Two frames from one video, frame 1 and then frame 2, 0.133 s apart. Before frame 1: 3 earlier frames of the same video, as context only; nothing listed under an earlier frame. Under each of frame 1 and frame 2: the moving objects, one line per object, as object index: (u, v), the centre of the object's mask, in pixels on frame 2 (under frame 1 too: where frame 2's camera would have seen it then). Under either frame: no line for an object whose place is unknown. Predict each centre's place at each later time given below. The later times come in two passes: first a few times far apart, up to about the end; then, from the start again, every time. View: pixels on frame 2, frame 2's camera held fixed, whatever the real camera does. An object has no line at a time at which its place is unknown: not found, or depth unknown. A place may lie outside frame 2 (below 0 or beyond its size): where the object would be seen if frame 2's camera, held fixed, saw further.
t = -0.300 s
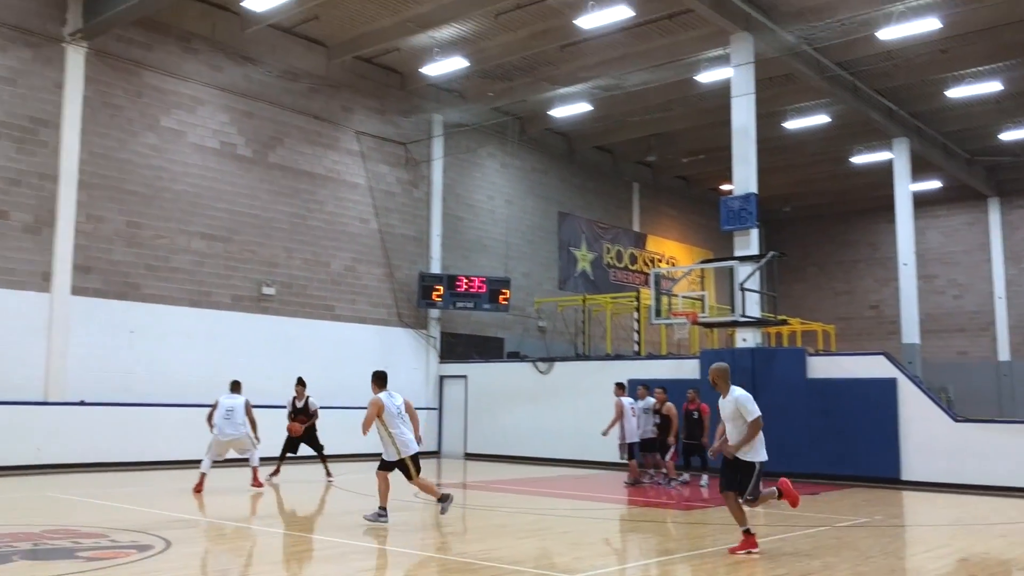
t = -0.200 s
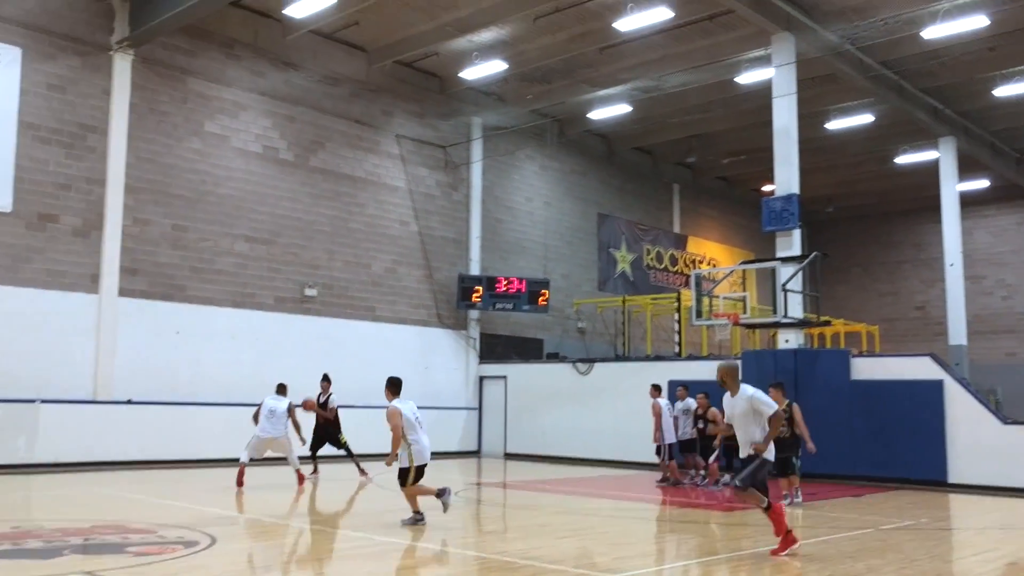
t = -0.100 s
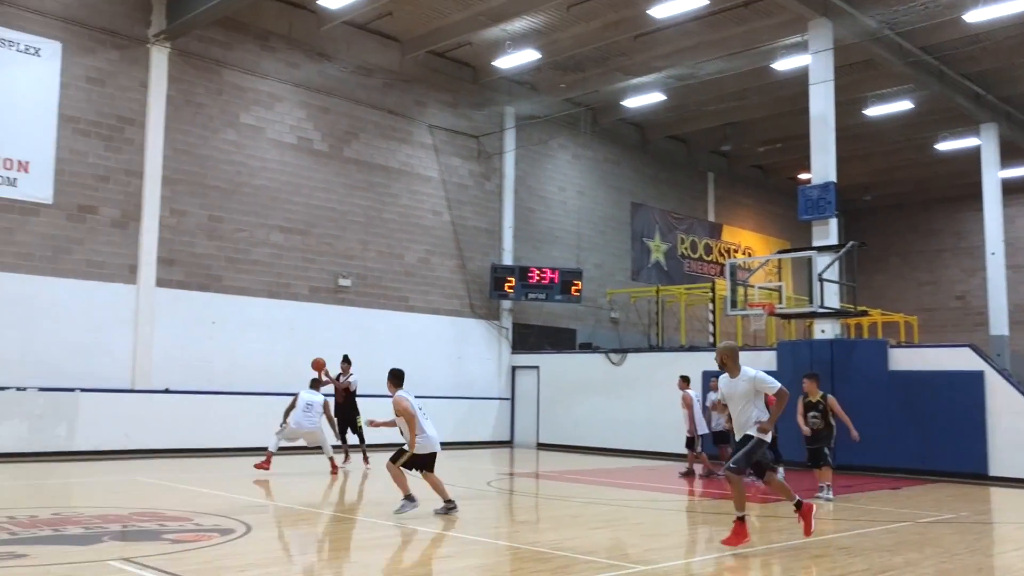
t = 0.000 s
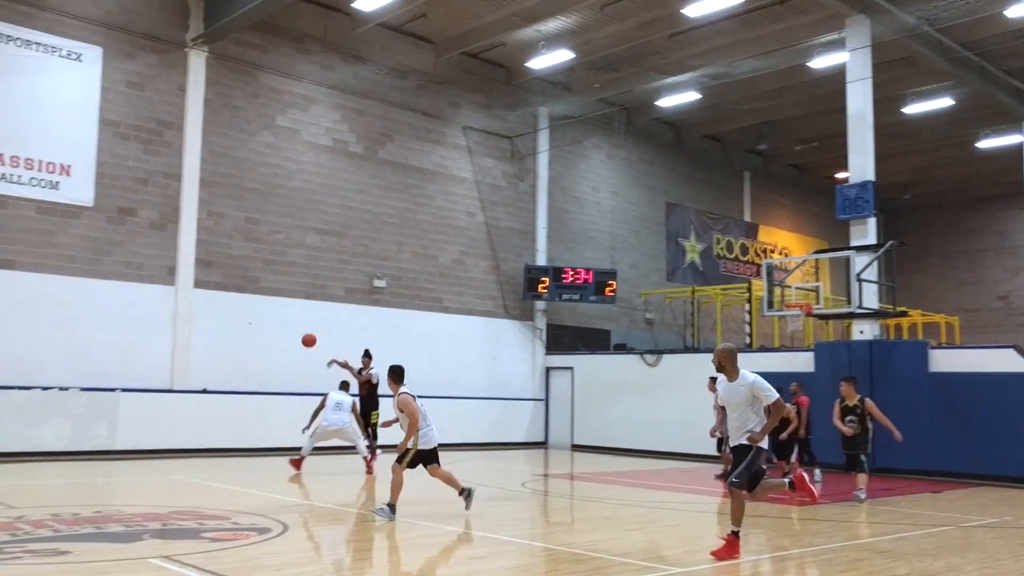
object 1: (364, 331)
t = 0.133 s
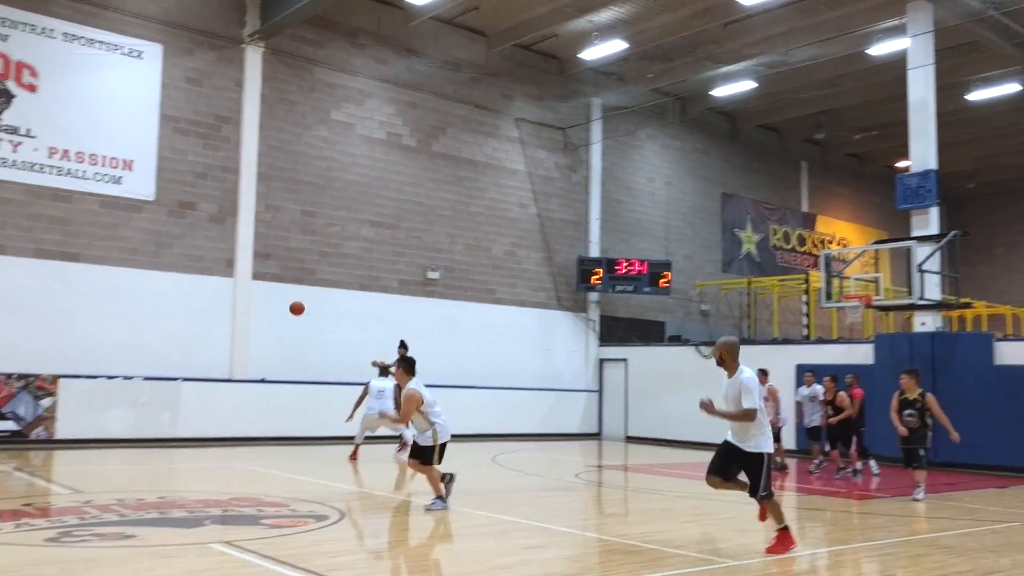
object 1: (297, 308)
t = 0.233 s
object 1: (242, 297)
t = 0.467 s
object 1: (98, 292)
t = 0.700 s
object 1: (-81, 327)
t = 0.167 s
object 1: (279, 304)
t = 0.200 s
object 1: (261, 300)
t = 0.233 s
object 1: (242, 297)
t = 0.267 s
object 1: (223, 294)
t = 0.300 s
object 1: (204, 292)
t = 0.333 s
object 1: (184, 291)
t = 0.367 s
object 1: (163, 290)
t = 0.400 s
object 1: (142, 290)
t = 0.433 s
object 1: (120, 291)
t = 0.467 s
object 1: (98, 292)
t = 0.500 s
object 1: (75, 294)
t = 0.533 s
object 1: (51, 297)
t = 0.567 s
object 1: (26, 301)
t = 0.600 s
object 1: (0, 306)
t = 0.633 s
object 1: (-26, 312)
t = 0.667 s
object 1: (-53, 319)
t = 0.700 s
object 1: (-81, 327)
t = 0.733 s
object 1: (-110, 337)
